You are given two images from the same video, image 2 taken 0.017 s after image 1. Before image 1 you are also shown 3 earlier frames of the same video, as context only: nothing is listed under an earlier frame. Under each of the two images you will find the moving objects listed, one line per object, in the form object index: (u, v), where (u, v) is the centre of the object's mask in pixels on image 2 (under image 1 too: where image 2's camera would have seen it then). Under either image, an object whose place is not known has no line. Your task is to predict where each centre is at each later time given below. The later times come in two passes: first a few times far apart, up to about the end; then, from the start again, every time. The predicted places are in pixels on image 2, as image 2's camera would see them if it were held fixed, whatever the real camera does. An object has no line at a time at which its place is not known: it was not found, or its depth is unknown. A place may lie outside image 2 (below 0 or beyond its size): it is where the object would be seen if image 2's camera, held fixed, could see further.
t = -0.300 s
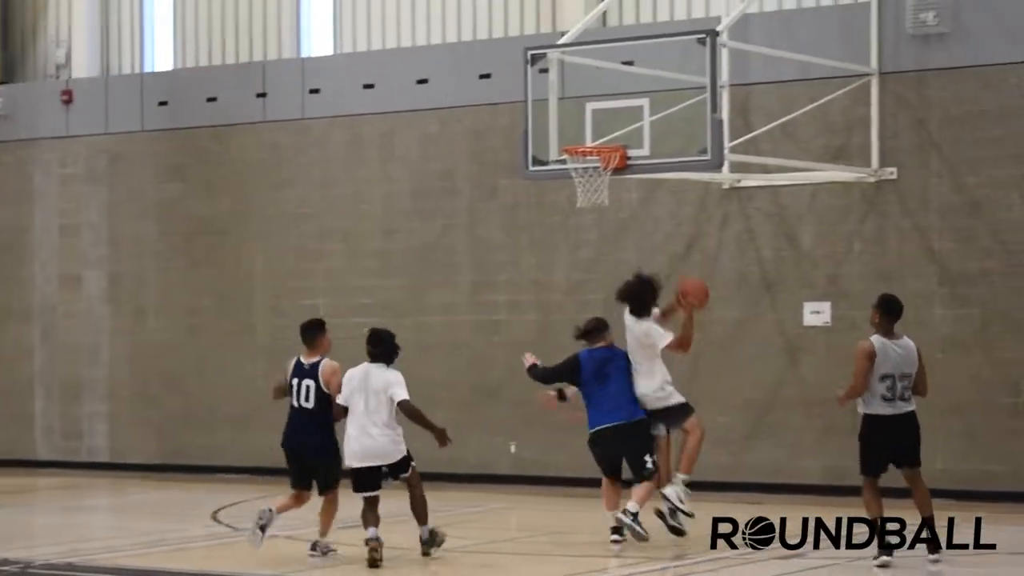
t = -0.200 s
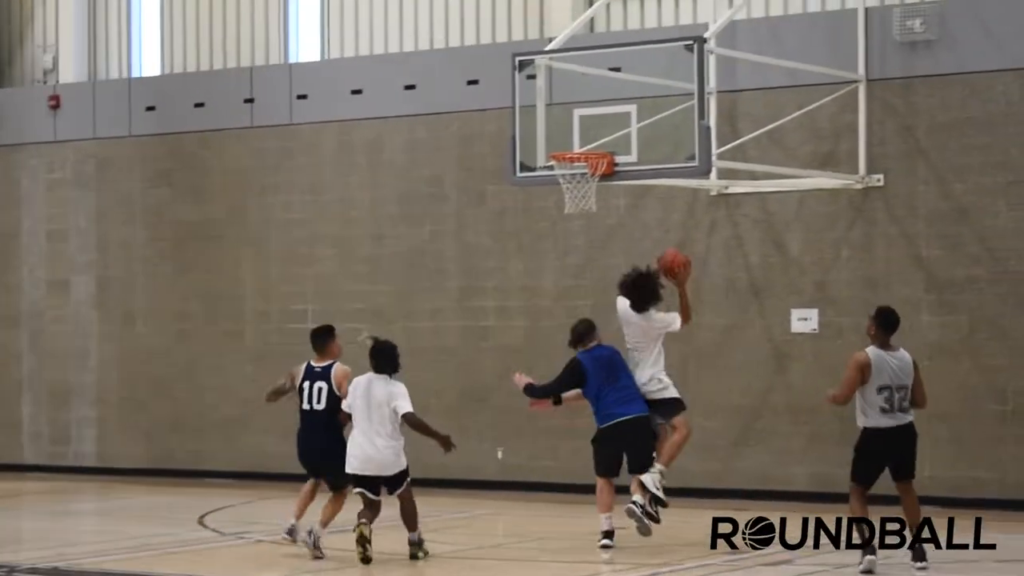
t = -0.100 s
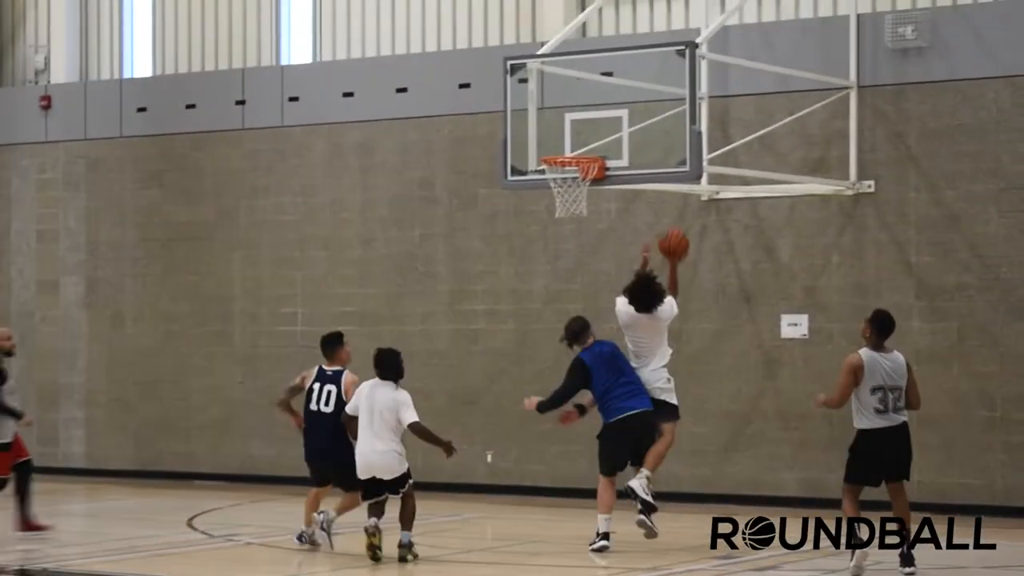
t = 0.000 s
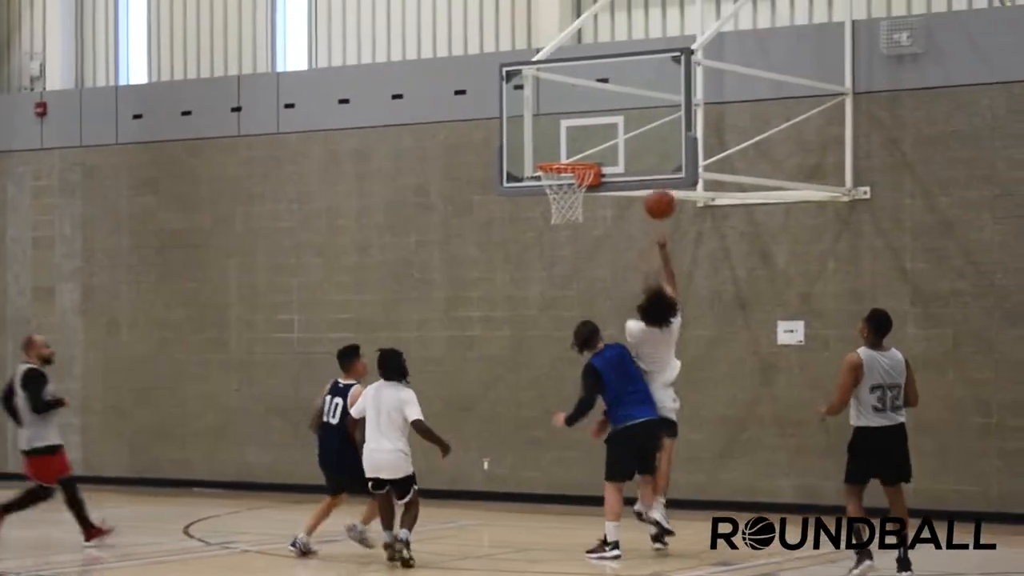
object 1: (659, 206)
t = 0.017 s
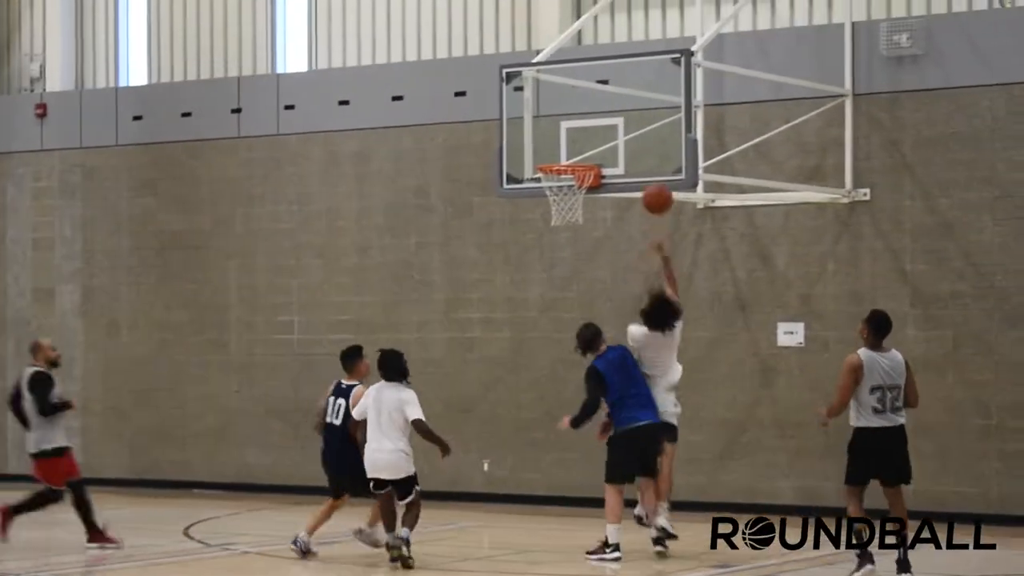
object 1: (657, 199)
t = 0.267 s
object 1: (620, 138)
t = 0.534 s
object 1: (564, 154)
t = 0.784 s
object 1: (572, 225)
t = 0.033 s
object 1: (654, 192)
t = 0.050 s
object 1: (652, 185)
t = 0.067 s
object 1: (649, 179)
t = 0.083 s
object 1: (646, 174)
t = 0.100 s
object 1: (644, 168)
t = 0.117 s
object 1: (642, 163)
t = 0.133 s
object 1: (640, 160)
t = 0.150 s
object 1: (638, 156)
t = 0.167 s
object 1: (635, 152)
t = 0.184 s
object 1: (632, 148)
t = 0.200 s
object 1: (630, 146)
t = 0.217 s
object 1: (627, 143)
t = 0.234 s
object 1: (625, 140)
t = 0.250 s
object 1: (623, 139)
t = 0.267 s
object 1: (620, 138)
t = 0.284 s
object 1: (618, 136)
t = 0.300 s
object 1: (616, 136)
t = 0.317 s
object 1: (614, 135)
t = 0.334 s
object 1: (610, 134)
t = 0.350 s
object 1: (606, 135)
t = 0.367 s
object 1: (602, 135)
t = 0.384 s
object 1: (598, 135)
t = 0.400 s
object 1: (595, 136)
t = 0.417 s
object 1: (591, 138)
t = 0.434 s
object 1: (587, 139)
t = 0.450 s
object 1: (583, 142)
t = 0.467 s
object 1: (579, 144)
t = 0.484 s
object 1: (575, 146)
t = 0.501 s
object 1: (571, 149)
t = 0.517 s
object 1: (568, 151)
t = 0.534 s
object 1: (564, 154)
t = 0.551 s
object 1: (561, 156)
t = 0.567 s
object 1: (556, 165)
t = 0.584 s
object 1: (555, 168)
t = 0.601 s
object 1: (557, 172)
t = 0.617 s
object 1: (557, 176)
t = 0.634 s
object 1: (560, 178)
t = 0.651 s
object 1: (563, 180)
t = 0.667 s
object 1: (563, 188)
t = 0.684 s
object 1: (564, 193)
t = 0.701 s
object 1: (565, 199)
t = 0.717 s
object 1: (566, 203)
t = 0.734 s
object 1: (568, 209)
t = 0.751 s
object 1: (569, 215)
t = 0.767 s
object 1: (571, 222)
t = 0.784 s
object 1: (572, 225)
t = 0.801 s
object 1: (573, 230)
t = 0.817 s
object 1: (574, 236)
